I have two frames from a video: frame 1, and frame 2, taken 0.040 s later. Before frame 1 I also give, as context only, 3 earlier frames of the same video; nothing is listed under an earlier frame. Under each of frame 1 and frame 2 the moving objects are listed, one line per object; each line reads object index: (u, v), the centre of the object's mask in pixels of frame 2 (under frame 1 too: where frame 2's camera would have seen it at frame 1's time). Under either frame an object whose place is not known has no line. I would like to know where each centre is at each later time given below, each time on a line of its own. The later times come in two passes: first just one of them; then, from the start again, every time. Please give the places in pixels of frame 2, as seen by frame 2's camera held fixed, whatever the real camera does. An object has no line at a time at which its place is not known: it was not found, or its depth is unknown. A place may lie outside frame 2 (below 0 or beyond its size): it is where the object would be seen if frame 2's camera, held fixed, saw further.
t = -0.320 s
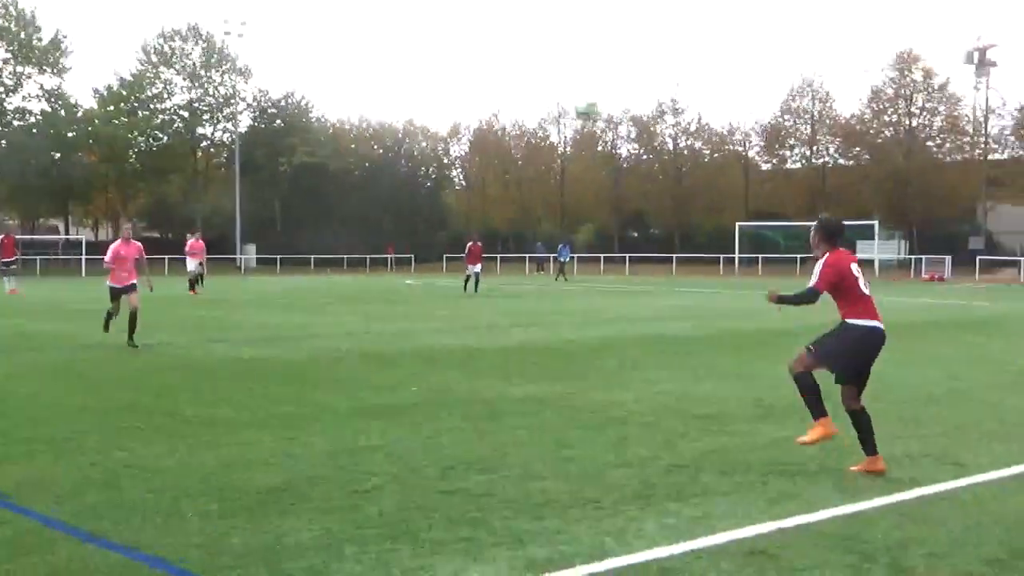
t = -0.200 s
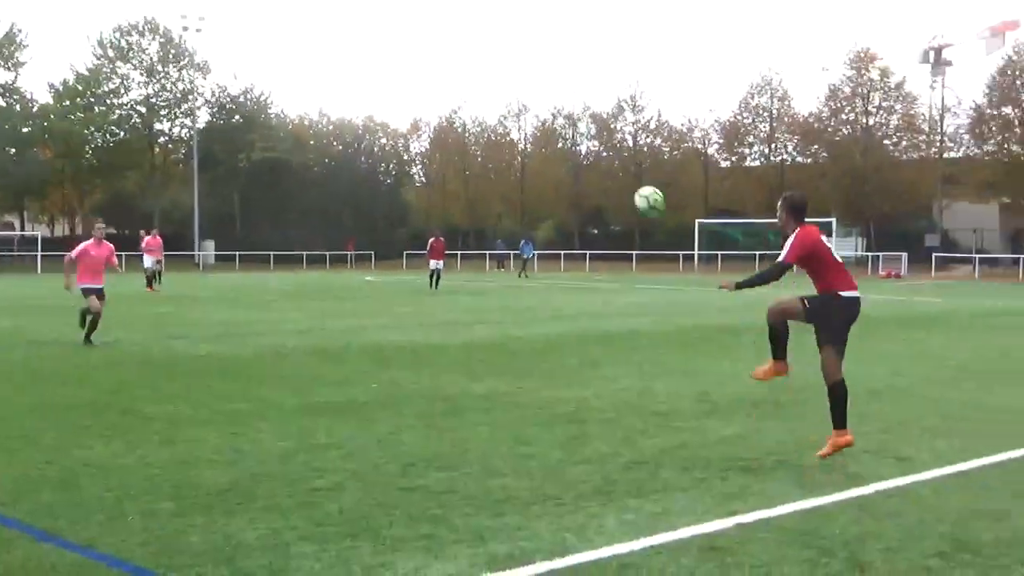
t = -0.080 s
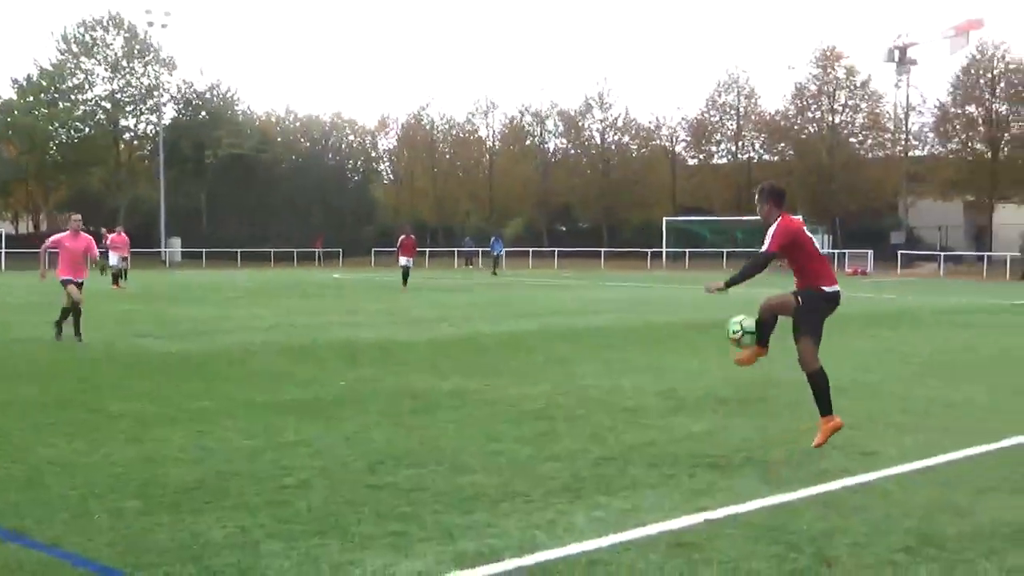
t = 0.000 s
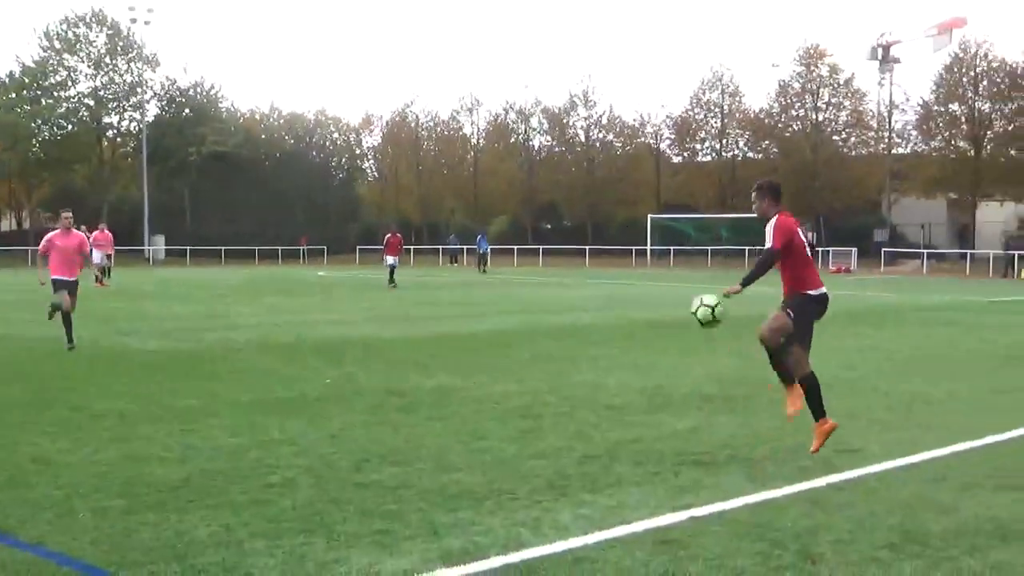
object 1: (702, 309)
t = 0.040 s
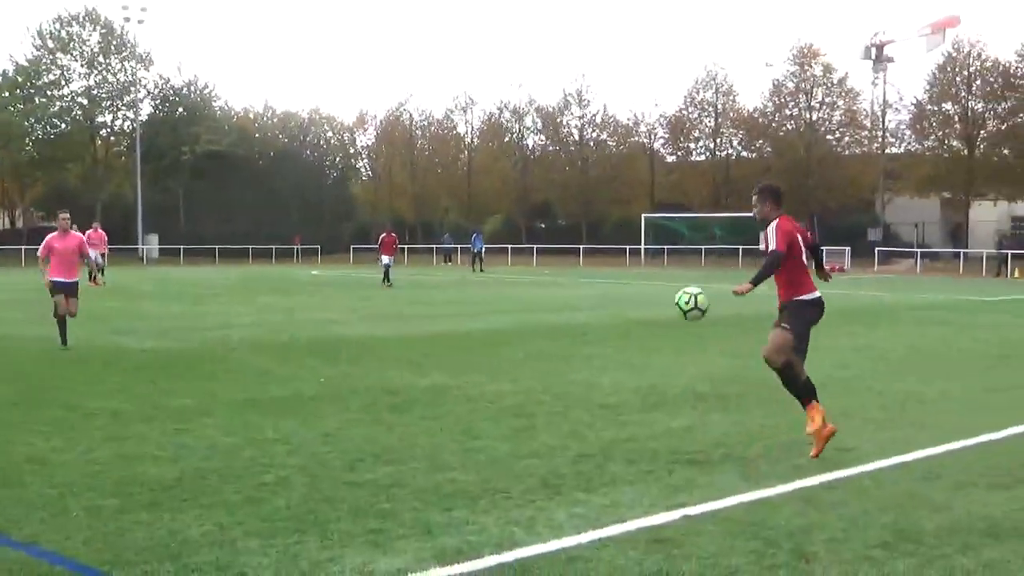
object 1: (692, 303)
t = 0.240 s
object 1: (637, 305)
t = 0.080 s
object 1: (681, 298)
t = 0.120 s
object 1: (670, 296)
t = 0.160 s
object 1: (659, 296)
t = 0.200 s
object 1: (648, 299)
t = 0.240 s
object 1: (637, 305)
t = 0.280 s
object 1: (625, 312)
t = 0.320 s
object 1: (614, 321)
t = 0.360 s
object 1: (605, 338)
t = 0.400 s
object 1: (593, 354)
